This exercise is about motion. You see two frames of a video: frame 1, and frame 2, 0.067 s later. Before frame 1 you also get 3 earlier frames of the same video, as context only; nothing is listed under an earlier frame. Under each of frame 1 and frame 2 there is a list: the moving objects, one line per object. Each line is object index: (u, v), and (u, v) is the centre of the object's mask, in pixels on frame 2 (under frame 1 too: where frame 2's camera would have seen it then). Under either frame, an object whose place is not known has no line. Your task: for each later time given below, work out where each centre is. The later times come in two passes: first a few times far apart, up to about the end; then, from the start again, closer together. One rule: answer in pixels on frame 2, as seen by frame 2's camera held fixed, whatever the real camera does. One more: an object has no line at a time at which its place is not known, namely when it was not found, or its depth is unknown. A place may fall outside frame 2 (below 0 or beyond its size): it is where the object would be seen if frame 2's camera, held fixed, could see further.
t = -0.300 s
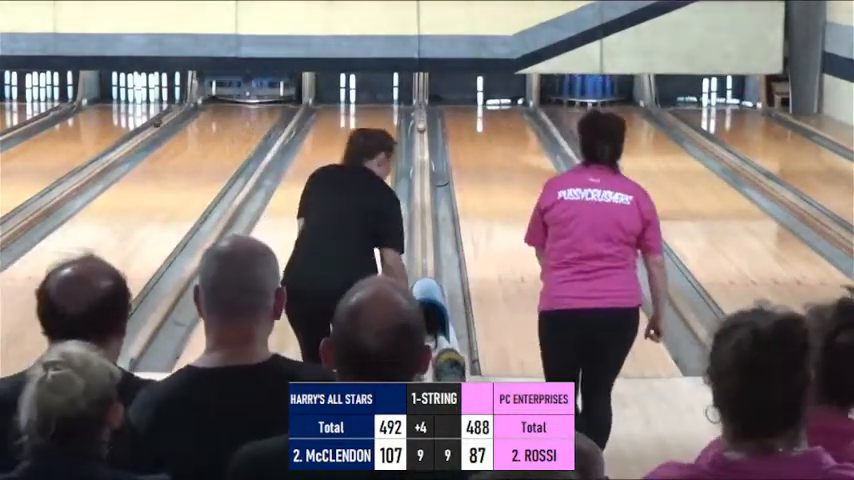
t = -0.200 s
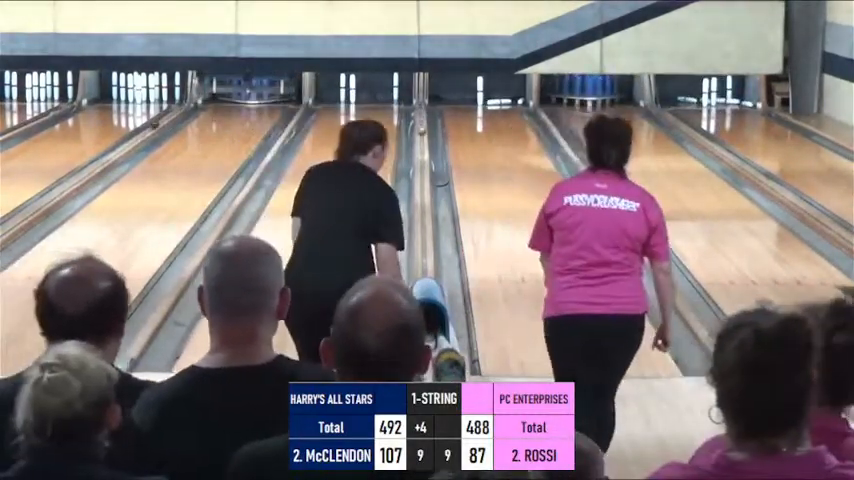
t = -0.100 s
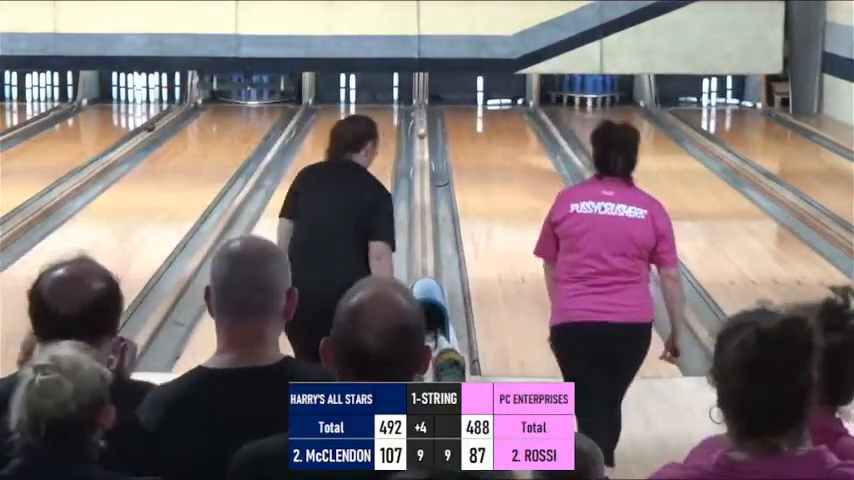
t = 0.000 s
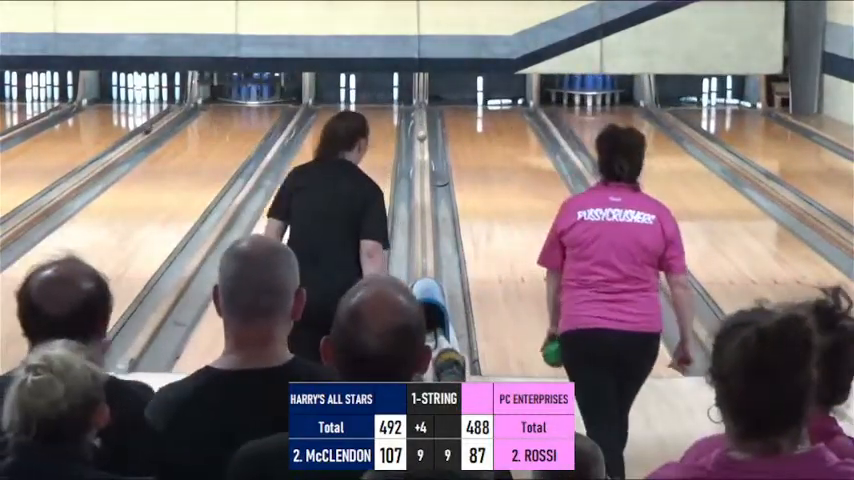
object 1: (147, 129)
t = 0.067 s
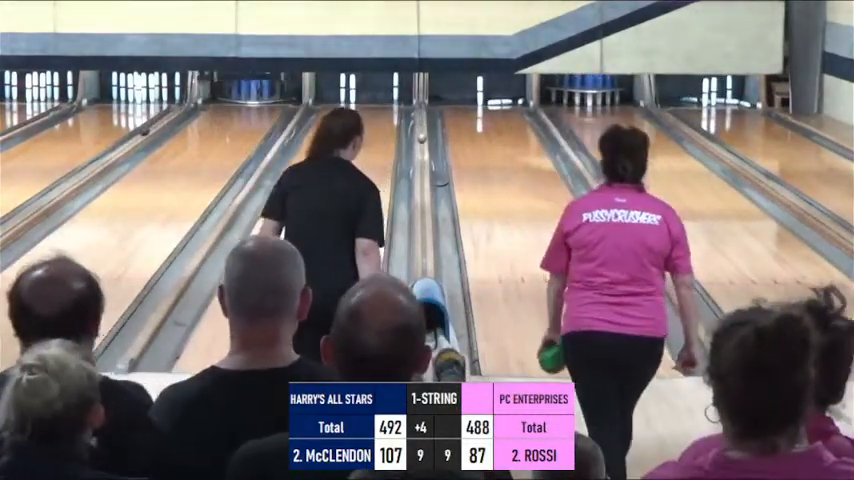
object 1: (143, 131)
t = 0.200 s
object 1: (139, 134)
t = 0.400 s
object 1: (131, 140)
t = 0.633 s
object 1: (121, 147)
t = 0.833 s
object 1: (113, 153)
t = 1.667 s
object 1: (70, 182)
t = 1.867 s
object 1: (59, 190)
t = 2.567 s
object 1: (12, 222)
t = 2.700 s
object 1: (4, 229)
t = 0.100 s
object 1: (142, 132)
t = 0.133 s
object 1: (142, 132)
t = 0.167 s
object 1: (140, 133)
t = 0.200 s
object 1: (139, 134)
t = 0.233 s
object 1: (137, 135)
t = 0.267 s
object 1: (136, 136)
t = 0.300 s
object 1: (135, 137)
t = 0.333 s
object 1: (133, 138)
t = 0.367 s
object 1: (132, 138)
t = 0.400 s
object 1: (131, 140)
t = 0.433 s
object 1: (129, 141)
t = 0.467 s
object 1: (127, 141)
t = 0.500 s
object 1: (126, 142)
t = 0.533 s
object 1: (124, 144)
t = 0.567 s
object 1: (124, 145)
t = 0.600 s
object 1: (122, 146)
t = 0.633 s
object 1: (121, 147)
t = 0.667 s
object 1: (119, 148)
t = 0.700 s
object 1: (118, 149)
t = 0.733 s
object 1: (116, 150)
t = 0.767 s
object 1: (115, 151)
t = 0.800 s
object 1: (114, 152)
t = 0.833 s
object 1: (113, 153)
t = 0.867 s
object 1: (110, 155)
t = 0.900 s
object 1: (109, 155)
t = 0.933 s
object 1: (108, 156)
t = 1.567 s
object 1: (76, 178)
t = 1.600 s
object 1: (74, 180)
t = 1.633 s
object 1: (72, 181)
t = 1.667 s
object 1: (70, 182)
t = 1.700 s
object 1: (68, 183)
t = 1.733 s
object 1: (66, 184)
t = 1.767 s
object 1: (65, 186)
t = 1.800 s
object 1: (62, 187)
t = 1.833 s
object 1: (61, 188)
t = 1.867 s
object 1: (59, 190)
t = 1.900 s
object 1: (57, 191)
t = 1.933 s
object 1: (55, 193)
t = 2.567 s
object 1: (12, 222)
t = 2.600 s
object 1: (10, 223)
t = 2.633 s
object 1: (7, 225)
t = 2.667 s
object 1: (5, 227)
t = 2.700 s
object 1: (4, 229)
